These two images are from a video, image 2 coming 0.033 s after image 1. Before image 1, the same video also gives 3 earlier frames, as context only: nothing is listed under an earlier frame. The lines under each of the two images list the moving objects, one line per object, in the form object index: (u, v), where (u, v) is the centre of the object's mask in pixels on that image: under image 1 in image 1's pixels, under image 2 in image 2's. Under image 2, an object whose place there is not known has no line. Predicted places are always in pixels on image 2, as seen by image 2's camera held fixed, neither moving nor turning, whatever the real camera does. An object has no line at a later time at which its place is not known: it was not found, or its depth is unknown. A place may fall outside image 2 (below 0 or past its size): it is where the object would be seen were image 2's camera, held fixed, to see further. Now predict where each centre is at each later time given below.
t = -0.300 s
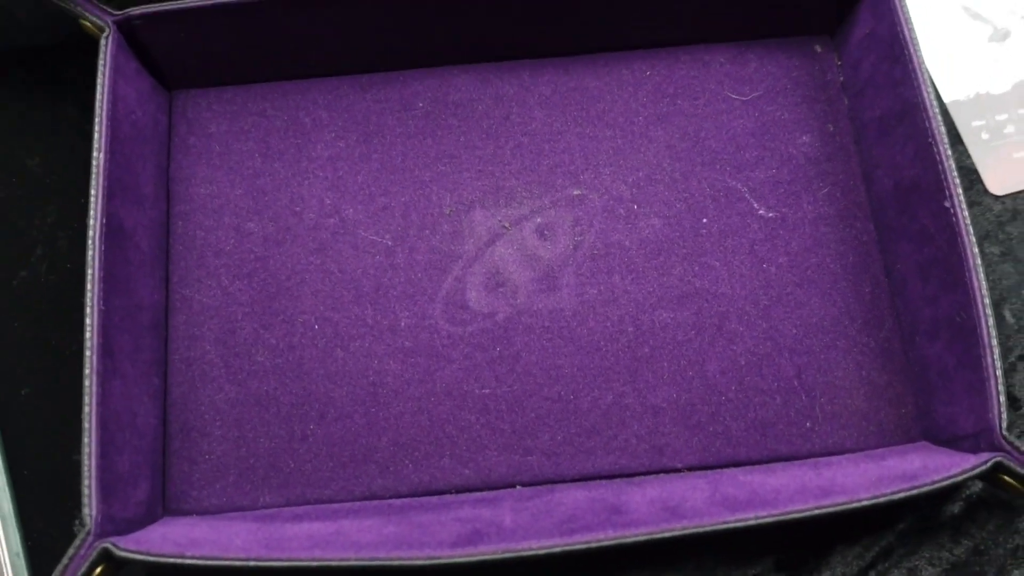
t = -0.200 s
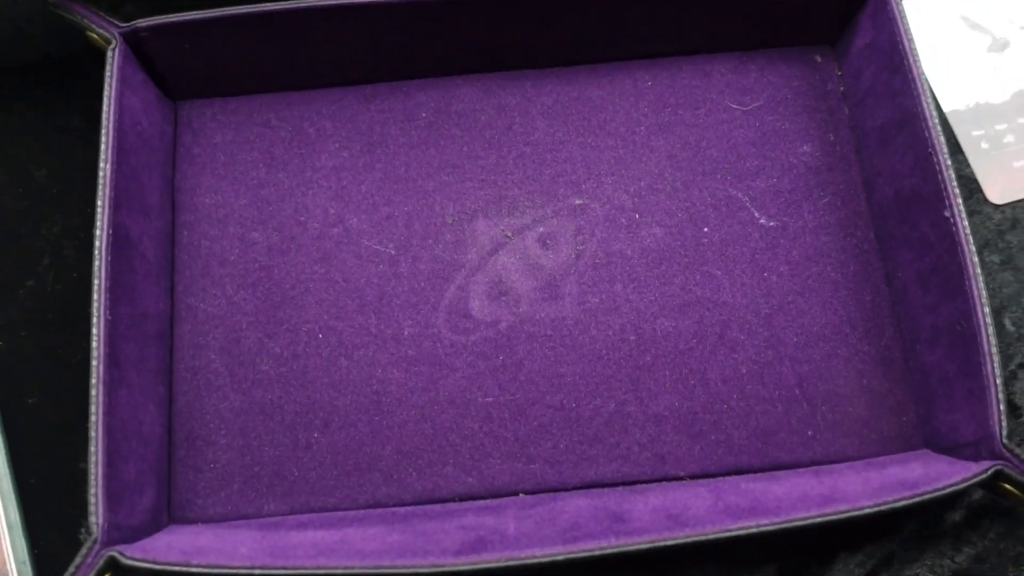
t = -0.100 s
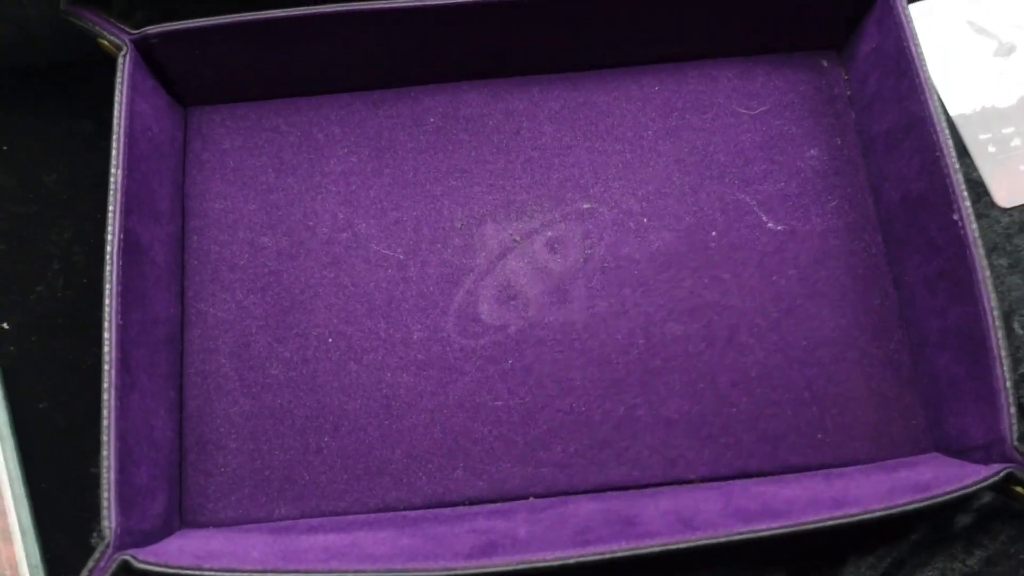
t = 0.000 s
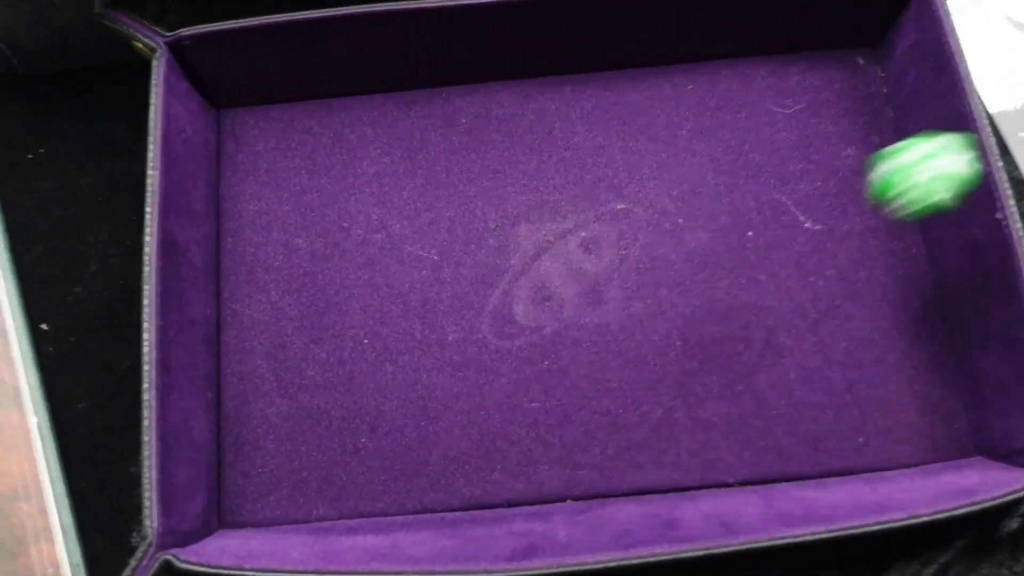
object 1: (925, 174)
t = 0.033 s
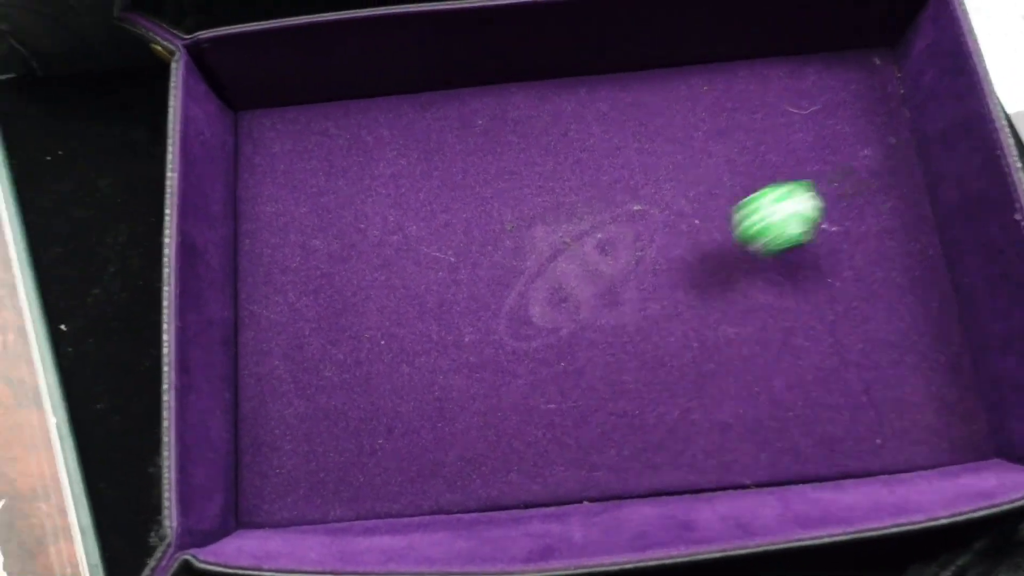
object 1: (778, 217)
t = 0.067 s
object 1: (686, 190)
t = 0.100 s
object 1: (601, 148)
